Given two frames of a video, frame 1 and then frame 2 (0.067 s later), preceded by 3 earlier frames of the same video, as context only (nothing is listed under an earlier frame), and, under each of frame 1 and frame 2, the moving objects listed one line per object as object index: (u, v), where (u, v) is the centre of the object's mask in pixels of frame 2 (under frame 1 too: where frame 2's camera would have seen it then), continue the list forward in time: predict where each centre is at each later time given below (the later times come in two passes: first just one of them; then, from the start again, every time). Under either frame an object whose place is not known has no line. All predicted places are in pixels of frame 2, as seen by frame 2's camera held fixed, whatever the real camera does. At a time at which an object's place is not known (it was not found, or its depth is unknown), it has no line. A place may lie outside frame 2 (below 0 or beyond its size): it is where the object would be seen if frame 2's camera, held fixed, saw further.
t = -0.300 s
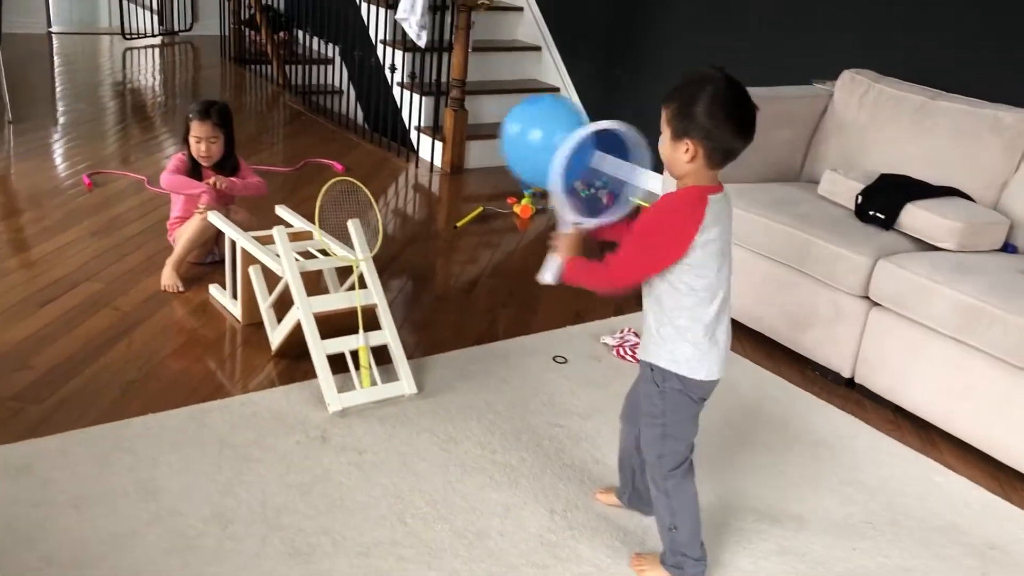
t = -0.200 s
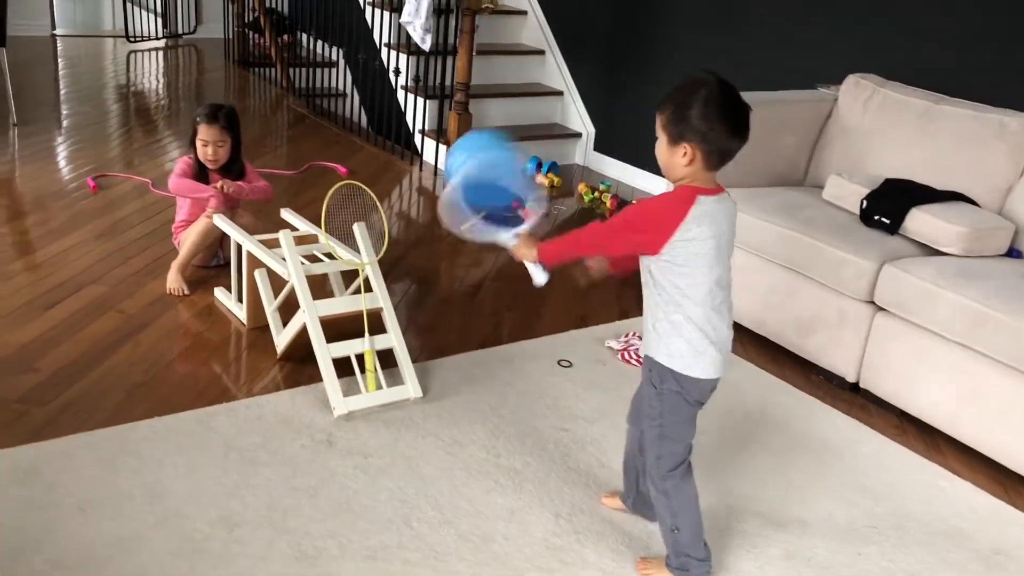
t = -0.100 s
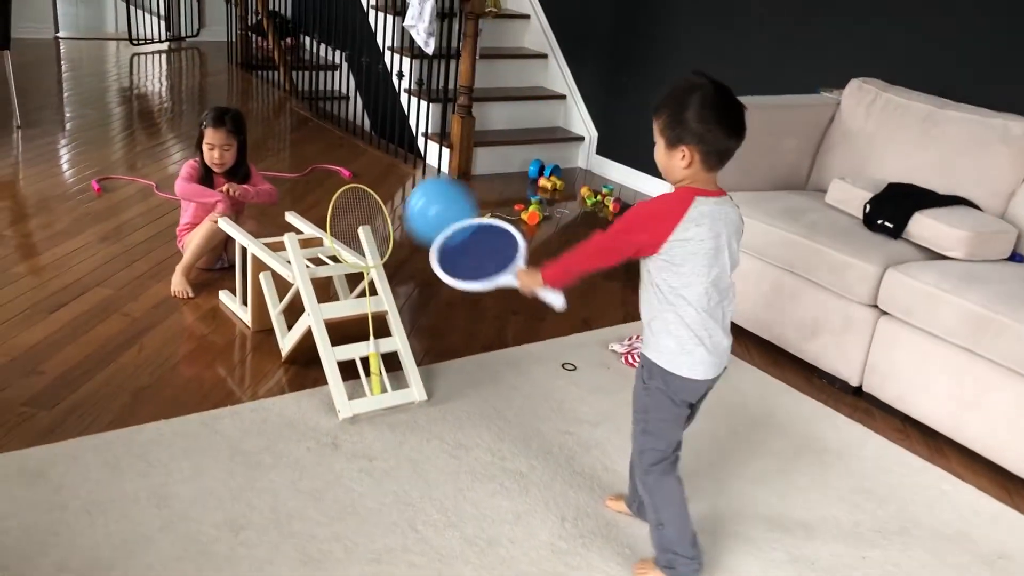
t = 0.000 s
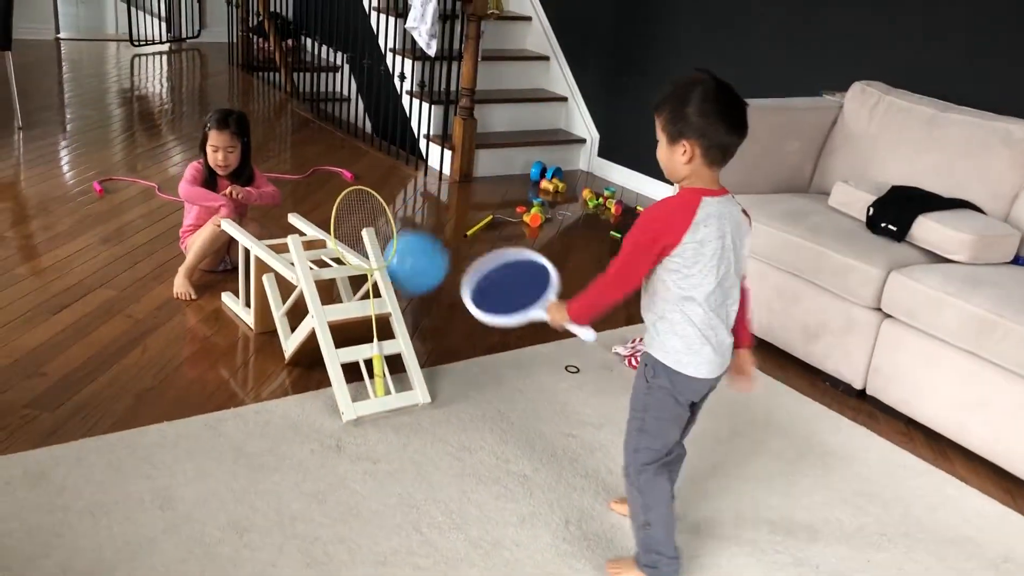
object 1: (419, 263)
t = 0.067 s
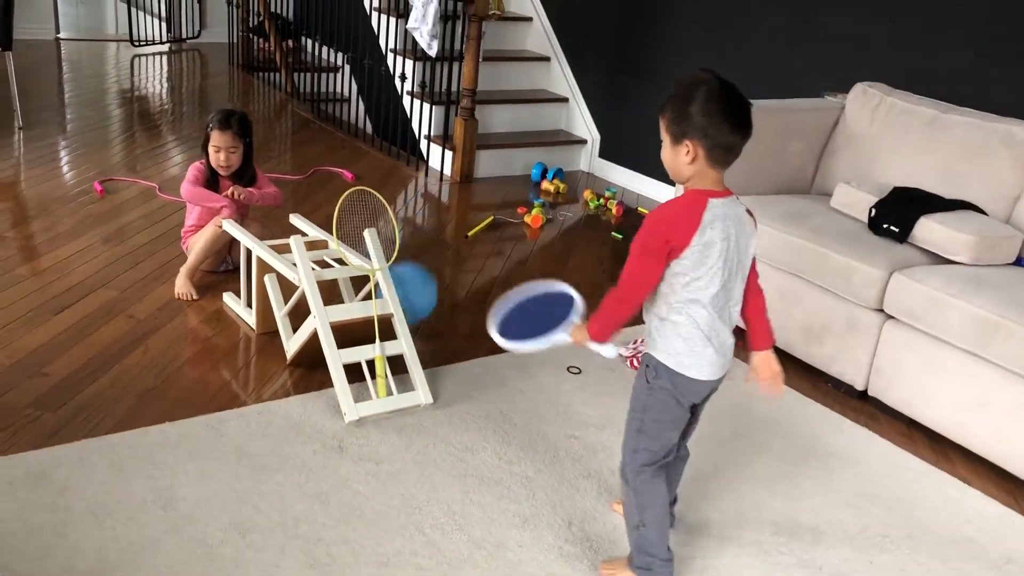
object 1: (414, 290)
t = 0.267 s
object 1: (404, 242)
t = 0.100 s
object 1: (415, 302)
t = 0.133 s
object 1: (412, 292)
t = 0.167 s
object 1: (411, 277)
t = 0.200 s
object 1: (412, 267)
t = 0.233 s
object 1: (408, 253)
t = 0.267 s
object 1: (404, 242)
